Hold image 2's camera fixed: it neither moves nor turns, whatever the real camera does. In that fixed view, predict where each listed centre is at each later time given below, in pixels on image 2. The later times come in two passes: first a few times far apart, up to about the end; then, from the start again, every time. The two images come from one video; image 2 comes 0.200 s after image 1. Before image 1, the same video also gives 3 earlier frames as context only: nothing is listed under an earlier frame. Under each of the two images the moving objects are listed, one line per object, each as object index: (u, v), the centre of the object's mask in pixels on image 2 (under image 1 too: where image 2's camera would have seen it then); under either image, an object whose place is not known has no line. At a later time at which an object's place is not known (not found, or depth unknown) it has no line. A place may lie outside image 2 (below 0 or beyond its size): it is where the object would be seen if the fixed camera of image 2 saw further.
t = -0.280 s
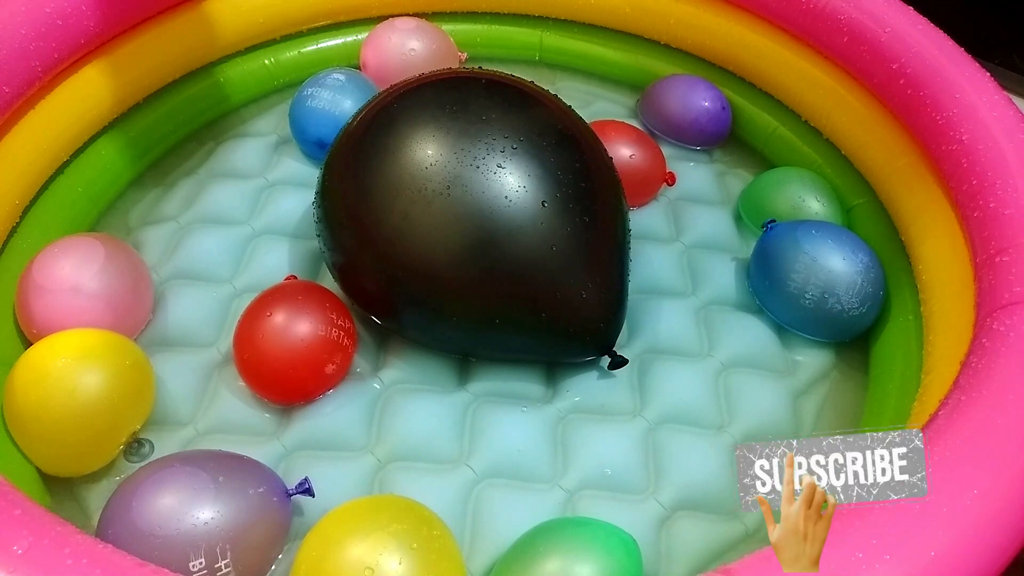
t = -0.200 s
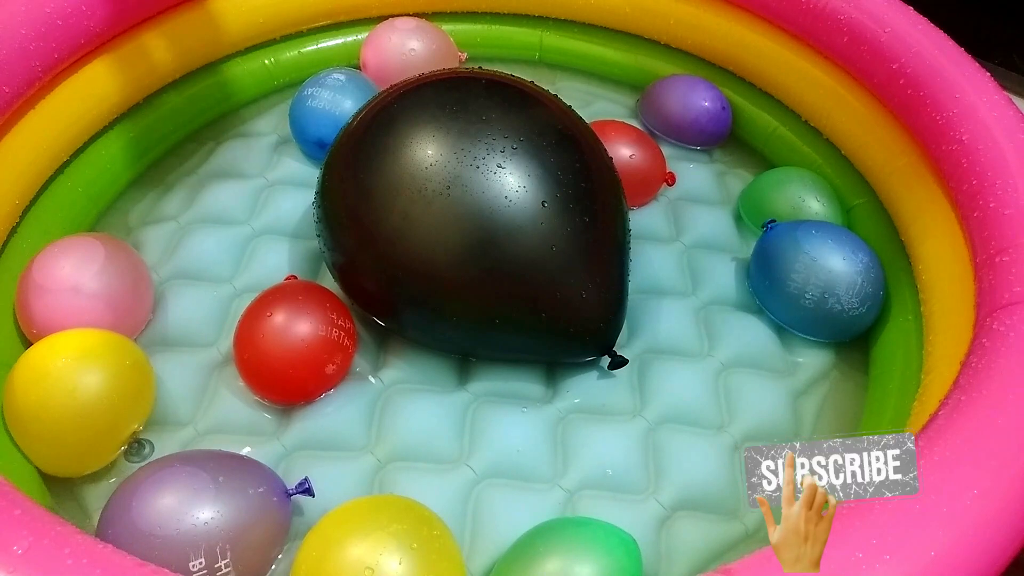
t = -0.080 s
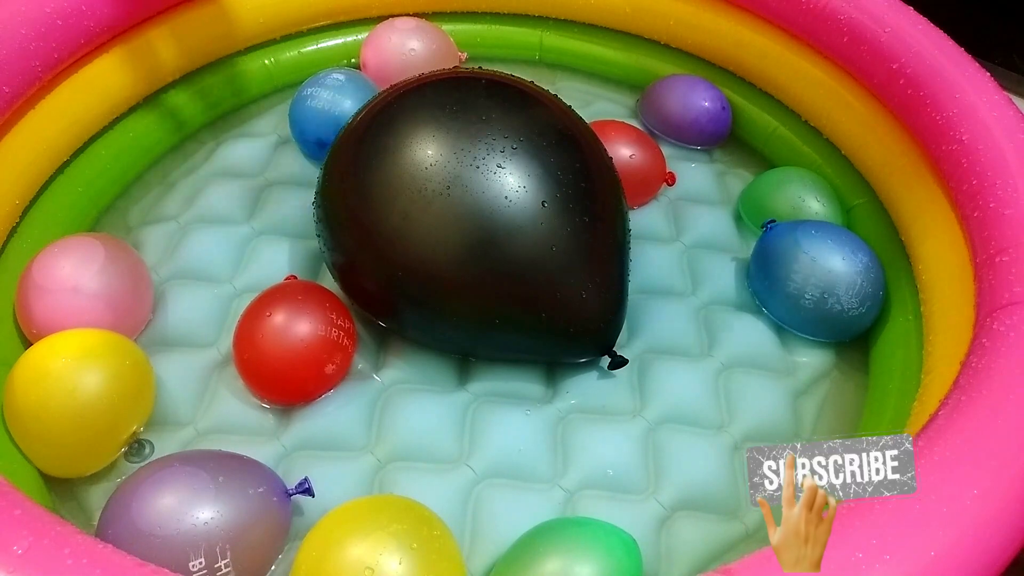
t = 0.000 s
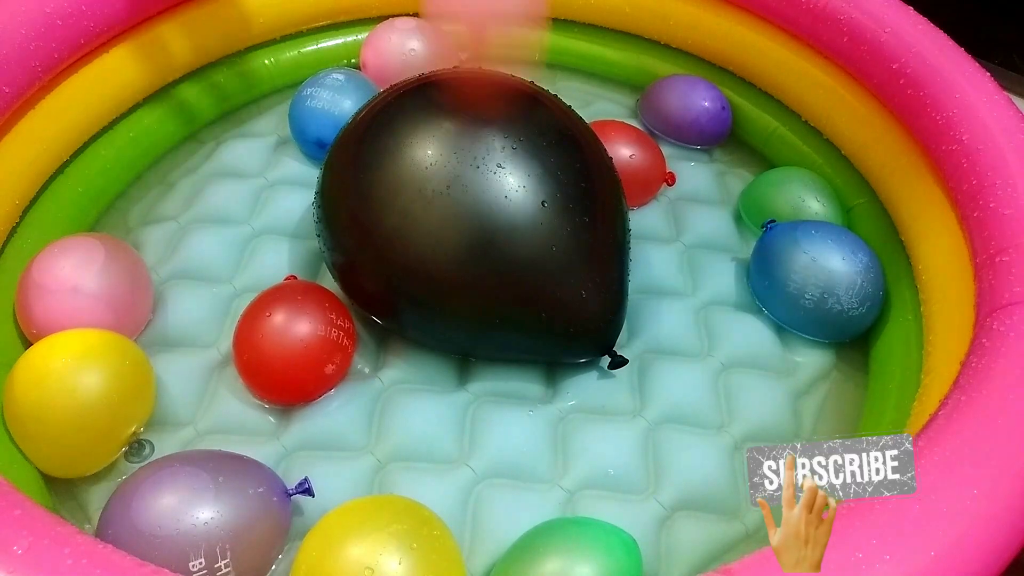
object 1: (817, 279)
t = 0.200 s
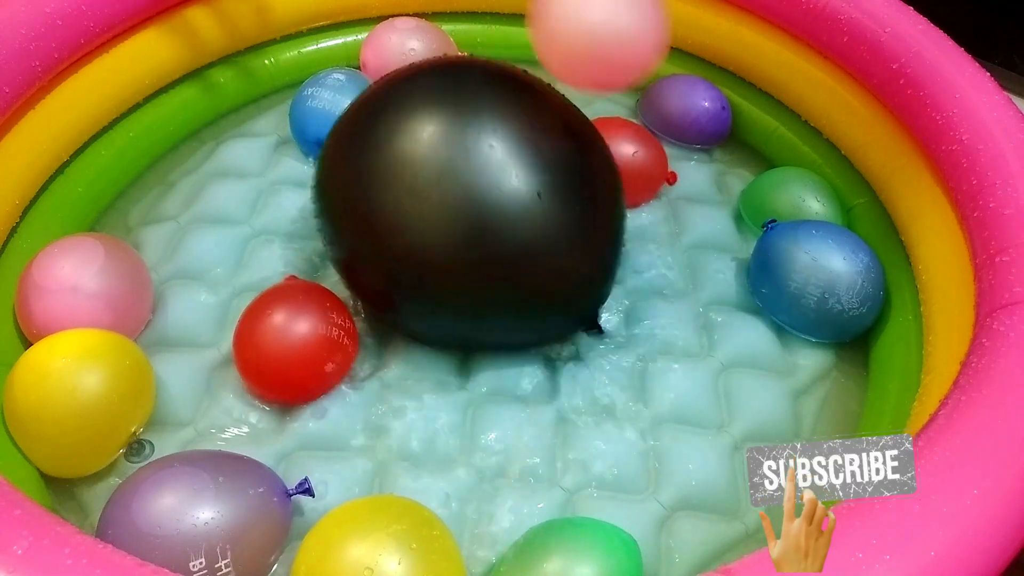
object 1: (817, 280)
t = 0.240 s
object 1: (817, 279)
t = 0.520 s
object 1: (823, 283)
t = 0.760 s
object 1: (832, 292)
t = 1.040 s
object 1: (802, 282)
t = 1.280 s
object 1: (819, 281)
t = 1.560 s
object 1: (814, 278)
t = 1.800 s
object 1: (818, 279)
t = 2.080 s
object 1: (819, 278)
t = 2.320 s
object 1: (816, 278)
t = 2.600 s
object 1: (822, 258)
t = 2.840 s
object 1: (817, 271)
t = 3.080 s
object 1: (817, 268)
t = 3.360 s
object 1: (817, 266)
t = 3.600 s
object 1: (815, 267)
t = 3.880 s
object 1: (815, 267)
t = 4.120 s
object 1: (815, 267)
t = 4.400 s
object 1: (816, 266)
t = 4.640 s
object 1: (816, 267)
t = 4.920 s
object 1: (816, 267)
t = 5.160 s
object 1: (815, 267)
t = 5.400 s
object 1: (816, 267)
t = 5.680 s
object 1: (815, 267)
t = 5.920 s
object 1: (816, 267)
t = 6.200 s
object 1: (816, 267)
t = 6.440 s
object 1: (816, 267)
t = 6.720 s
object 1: (816, 267)
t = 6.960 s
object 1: (815, 267)
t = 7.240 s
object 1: (816, 267)
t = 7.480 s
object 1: (816, 267)
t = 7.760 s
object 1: (816, 267)
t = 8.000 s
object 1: (816, 267)
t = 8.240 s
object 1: (816, 267)
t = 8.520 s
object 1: (816, 267)
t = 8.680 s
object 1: (816, 267)
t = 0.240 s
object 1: (817, 279)
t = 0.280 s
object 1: (816, 280)
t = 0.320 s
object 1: (816, 280)
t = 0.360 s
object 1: (816, 279)
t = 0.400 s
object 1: (817, 280)
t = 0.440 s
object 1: (817, 279)
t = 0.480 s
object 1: (821, 282)
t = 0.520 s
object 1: (823, 283)
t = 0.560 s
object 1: (823, 284)
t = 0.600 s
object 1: (826, 285)
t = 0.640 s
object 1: (827, 286)
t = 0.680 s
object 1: (833, 289)
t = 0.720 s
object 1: (835, 290)
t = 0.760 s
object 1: (832, 292)
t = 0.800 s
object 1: (824, 294)
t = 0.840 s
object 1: (815, 295)
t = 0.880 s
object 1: (809, 296)
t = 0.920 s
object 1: (806, 287)
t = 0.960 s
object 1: (805, 284)
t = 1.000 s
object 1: (804, 283)
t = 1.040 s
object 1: (802, 282)
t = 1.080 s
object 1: (801, 281)
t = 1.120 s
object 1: (809, 278)
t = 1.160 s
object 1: (813, 277)
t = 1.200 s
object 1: (815, 278)
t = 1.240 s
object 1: (817, 280)
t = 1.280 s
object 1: (819, 281)
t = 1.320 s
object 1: (822, 277)
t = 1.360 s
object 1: (822, 277)
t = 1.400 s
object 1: (820, 276)
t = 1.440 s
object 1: (817, 278)
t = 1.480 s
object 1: (816, 278)
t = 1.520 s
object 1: (814, 278)
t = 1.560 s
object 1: (814, 278)
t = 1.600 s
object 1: (815, 278)
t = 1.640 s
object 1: (817, 279)
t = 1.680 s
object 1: (817, 280)
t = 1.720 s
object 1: (818, 279)
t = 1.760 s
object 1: (818, 279)
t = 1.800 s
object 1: (818, 279)
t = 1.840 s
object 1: (817, 279)
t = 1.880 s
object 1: (816, 279)
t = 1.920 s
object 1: (816, 279)
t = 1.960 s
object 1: (817, 279)
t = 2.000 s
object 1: (819, 278)
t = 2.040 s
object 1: (819, 278)
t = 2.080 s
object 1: (819, 278)
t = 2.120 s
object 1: (818, 278)
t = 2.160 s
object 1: (816, 279)
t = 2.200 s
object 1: (816, 279)
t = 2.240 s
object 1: (816, 278)
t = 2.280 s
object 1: (816, 278)
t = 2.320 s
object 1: (816, 278)
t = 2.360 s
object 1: (817, 278)
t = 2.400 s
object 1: (818, 279)
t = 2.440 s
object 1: (818, 279)
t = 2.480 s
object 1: (818, 279)
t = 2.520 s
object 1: (819, 279)
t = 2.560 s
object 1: (828, 269)
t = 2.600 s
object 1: (822, 258)
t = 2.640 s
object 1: (811, 256)
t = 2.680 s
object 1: (811, 261)
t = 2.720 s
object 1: (812, 273)
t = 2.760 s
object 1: (815, 279)
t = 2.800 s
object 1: (818, 275)
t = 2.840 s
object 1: (817, 271)
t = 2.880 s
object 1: (819, 270)
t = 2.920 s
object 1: (816, 268)
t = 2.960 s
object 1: (815, 268)
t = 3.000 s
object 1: (817, 272)
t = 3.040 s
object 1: (818, 269)
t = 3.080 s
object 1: (817, 268)
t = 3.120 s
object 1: (815, 267)
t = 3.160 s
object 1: (815, 267)
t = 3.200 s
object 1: (816, 266)
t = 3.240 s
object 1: (816, 265)
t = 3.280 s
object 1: (816, 265)
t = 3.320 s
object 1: (817, 265)
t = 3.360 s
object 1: (817, 266)
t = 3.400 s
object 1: (815, 267)
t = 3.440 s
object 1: (815, 267)
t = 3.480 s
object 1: (815, 267)
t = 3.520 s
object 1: (815, 267)
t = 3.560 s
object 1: (815, 266)
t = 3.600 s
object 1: (815, 267)
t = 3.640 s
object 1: (816, 268)
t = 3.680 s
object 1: (817, 267)
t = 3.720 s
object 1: (817, 267)
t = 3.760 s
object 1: (817, 266)
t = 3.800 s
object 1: (816, 267)
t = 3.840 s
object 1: (815, 267)
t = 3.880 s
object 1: (815, 267)
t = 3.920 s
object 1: (815, 267)
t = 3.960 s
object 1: (815, 267)
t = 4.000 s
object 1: (816, 267)
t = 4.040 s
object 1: (815, 267)
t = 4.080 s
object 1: (815, 267)
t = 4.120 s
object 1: (815, 267)
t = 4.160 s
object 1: (815, 267)
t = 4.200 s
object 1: (815, 267)
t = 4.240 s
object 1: (816, 267)
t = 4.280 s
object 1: (816, 267)
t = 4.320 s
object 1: (817, 267)
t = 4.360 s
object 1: (817, 266)
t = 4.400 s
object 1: (816, 266)
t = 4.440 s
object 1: (815, 267)
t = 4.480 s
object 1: (815, 267)
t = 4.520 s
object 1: (815, 267)
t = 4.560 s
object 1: (815, 267)
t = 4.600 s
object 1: (816, 267)
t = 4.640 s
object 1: (816, 267)
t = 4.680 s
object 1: (815, 267)
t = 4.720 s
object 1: (815, 267)
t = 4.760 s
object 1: (816, 267)
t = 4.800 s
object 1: (816, 267)
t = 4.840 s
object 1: (816, 267)
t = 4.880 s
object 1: (816, 267)
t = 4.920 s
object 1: (816, 267)
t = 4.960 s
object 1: (816, 267)
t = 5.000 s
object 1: (816, 267)
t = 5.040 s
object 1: (815, 267)
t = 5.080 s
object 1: (815, 267)
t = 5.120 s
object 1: (815, 267)
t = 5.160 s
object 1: (815, 267)
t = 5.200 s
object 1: (816, 267)
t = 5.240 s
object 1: (816, 267)
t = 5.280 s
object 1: (816, 267)
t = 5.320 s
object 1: (816, 267)
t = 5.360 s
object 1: (816, 267)
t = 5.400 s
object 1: (816, 267)
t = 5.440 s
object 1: (816, 267)
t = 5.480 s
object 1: (816, 267)
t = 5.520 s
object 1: (816, 267)
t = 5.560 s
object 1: (816, 267)
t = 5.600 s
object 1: (816, 267)
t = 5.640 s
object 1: (816, 267)
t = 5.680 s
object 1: (815, 267)
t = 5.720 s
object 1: (815, 267)
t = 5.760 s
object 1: (815, 267)
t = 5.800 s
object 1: (816, 267)
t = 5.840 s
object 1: (816, 267)
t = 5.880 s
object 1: (816, 267)
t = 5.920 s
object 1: (816, 267)
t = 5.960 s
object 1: (816, 267)
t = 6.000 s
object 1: (816, 267)
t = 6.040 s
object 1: (816, 267)
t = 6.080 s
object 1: (816, 267)
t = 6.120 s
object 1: (816, 267)
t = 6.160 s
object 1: (816, 267)
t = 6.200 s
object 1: (816, 267)
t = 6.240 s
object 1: (816, 267)
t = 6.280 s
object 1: (816, 267)
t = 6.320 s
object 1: (816, 267)
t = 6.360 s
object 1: (816, 267)
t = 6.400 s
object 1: (816, 267)
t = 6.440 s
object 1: (816, 267)
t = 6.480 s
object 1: (816, 267)
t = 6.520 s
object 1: (816, 267)
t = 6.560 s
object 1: (816, 267)
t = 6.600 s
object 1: (816, 267)
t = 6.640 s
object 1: (816, 267)
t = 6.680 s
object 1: (816, 267)
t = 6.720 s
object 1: (816, 267)
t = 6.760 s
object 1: (816, 267)
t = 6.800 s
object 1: (816, 267)
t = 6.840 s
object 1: (815, 267)
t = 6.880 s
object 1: (815, 267)
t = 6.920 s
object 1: (815, 267)
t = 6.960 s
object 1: (815, 267)
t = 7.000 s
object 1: (815, 267)
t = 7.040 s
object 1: (816, 267)
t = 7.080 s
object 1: (816, 267)
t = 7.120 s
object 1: (816, 267)
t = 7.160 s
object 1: (816, 267)
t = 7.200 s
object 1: (816, 267)
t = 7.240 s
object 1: (816, 267)
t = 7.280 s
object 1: (816, 267)
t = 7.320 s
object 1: (816, 267)
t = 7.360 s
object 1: (815, 267)
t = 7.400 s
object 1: (816, 267)
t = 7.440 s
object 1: (816, 267)
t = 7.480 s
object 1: (816, 267)
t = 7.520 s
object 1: (816, 267)
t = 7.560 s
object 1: (816, 267)
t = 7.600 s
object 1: (816, 267)
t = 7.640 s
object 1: (816, 267)
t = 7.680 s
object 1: (816, 267)
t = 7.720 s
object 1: (816, 267)
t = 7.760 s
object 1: (816, 267)
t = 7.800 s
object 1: (816, 267)
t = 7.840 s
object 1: (816, 267)
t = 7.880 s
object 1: (816, 267)
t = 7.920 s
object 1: (816, 267)
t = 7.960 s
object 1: (816, 267)
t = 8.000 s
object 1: (816, 267)
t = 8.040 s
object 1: (816, 267)
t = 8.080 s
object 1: (816, 267)
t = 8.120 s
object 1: (816, 267)
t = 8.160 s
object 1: (816, 267)
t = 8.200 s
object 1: (816, 267)
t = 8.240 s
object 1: (816, 267)
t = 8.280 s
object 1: (816, 267)
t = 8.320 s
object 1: (816, 267)
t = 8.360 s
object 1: (816, 267)
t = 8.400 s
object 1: (816, 267)
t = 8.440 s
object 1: (816, 267)
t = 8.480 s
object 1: (816, 267)
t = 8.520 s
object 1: (816, 267)
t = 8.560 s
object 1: (816, 267)
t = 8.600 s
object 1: (816, 267)
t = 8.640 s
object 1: (816, 267)
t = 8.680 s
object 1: (816, 267)
